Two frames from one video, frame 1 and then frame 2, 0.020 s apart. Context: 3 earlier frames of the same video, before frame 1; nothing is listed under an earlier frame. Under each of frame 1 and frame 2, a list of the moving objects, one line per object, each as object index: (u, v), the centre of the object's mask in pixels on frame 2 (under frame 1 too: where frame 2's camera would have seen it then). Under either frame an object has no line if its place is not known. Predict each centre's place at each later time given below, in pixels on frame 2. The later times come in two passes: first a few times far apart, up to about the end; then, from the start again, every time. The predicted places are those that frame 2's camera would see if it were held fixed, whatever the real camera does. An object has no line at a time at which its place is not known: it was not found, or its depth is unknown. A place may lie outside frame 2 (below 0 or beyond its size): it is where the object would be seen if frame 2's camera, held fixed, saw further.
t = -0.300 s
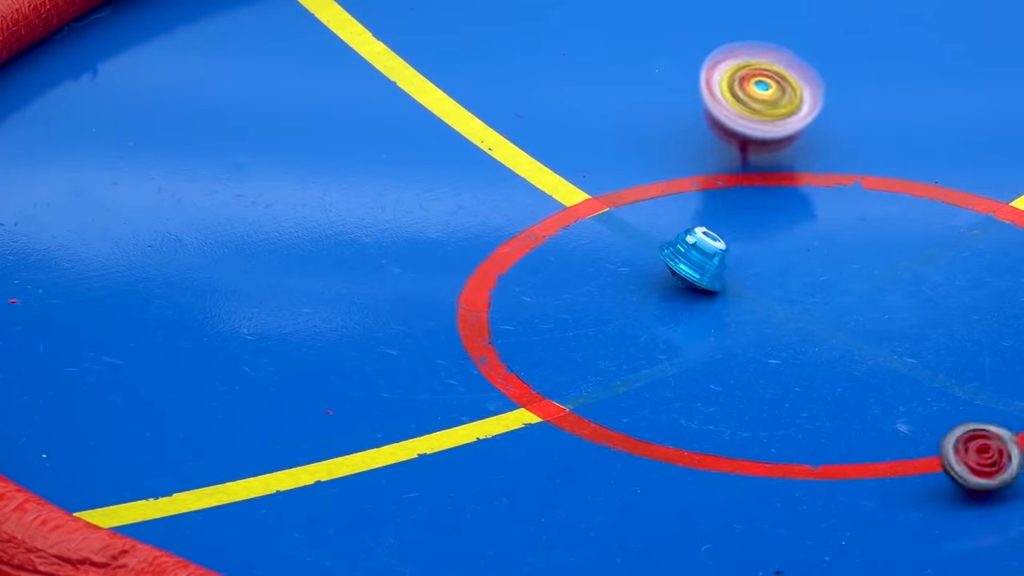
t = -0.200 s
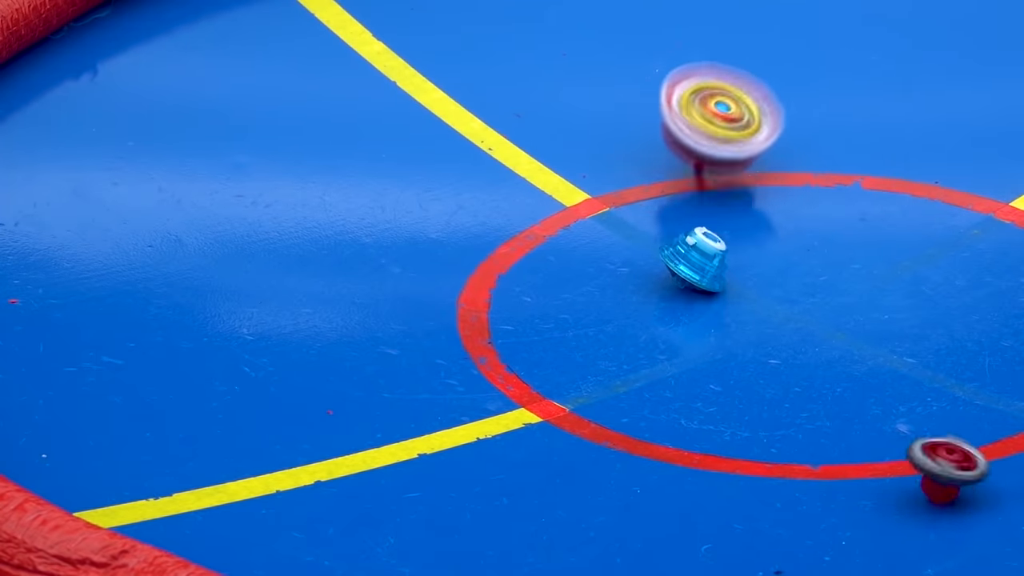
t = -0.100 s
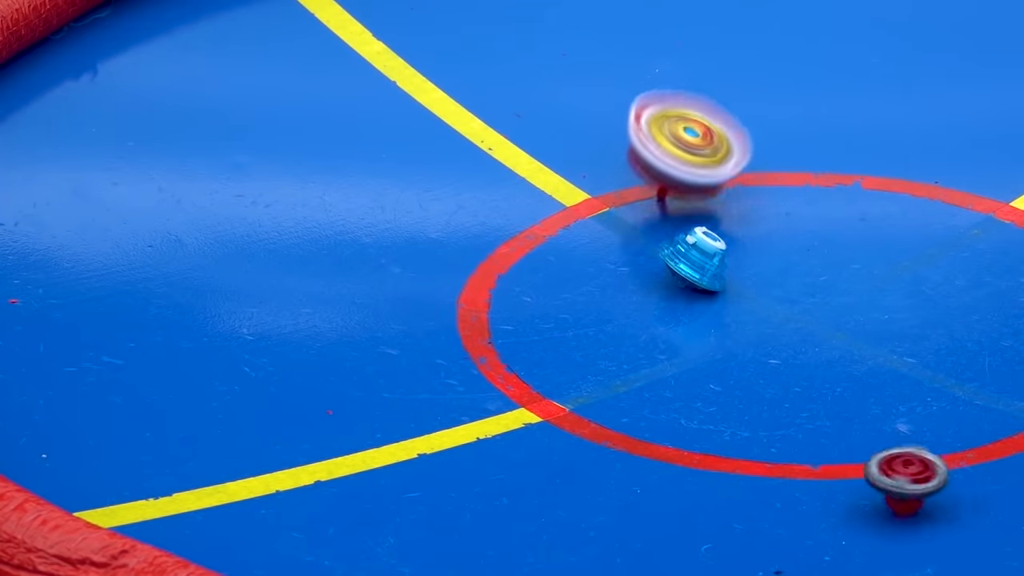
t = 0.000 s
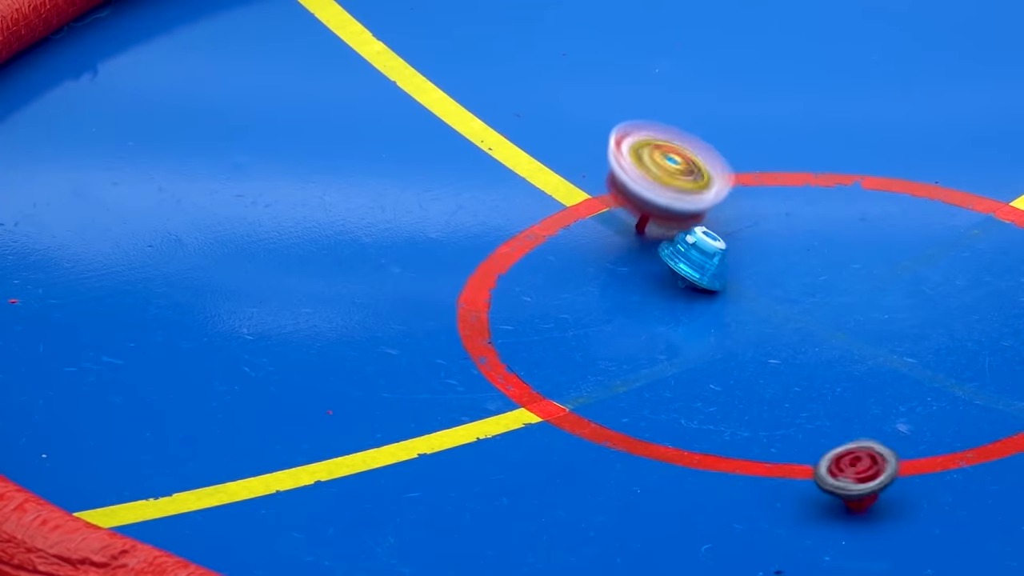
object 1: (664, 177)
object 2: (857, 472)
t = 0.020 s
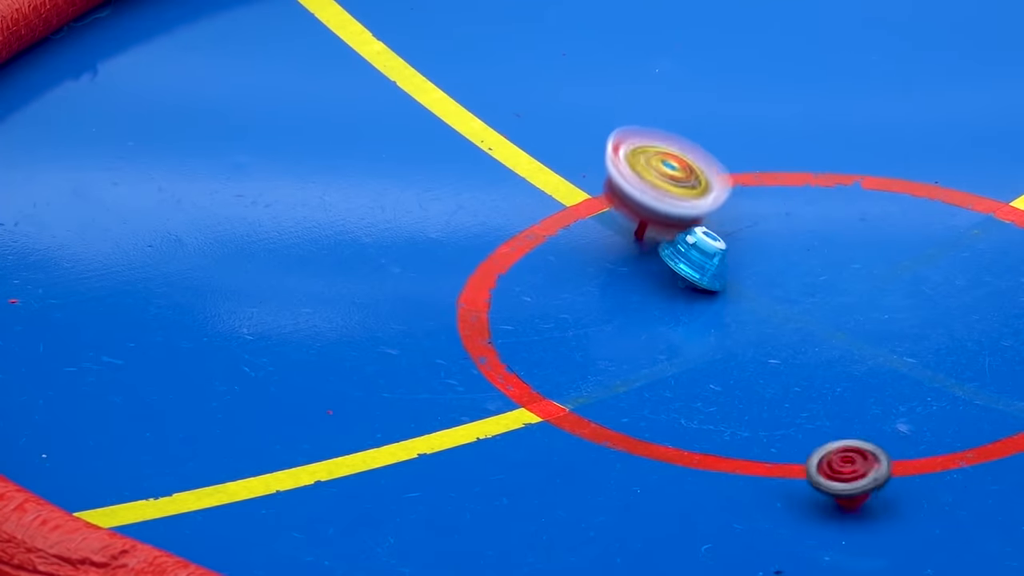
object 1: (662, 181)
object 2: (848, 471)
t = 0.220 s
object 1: (653, 234)
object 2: (756, 455)
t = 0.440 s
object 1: (728, 291)
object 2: (660, 457)
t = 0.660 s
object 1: (851, 320)
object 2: (592, 432)
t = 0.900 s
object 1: (923, 321)
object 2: (534, 402)
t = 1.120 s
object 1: (966, 290)
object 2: (534, 408)
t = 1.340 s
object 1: (960, 256)
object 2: (532, 376)
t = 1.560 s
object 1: (905, 217)
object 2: (500, 350)
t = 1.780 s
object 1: (821, 196)
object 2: (517, 348)
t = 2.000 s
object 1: (735, 194)
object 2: (531, 346)
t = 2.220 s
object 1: (673, 213)
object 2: (536, 330)
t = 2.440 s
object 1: (653, 246)
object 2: (569, 342)
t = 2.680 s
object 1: (688, 277)
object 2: (560, 327)
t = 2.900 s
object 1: (757, 290)
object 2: (604, 324)
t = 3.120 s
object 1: (825, 283)
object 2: (656, 342)
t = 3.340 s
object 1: (862, 253)
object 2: (653, 347)
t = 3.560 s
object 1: (855, 220)
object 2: (655, 345)
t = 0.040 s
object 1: (660, 187)
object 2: (840, 469)
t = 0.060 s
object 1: (655, 190)
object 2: (831, 466)
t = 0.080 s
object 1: (650, 192)
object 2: (823, 465)
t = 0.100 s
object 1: (647, 197)
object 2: (813, 462)
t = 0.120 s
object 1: (644, 205)
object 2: (803, 460)
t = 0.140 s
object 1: (643, 211)
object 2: (793, 458)
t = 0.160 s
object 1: (644, 216)
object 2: (783, 454)
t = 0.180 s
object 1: (646, 222)
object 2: (773, 455)
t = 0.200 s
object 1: (650, 228)
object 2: (765, 456)
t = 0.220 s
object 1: (653, 234)
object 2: (756, 455)
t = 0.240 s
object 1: (658, 240)
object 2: (747, 451)
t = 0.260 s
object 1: (663, 246)
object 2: (738, 449)
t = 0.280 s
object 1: (668, 251)
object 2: (730, 449)
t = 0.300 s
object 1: (674, 256)
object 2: (721, 448)
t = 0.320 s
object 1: (680, 262)
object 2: (713, 450)
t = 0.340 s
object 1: (687, 267)
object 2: (706, 450)
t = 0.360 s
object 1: (693, 272)
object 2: (698, 451)
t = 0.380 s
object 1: (700, 277)
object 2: (689, 453)
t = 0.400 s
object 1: (709, 282)
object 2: (680, 454)
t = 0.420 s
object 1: (719, 287)
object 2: (670, 456)
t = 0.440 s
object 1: (728, 291)
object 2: (660, 457)
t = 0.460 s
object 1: (737, 295)
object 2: (652, 456)
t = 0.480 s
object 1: (747, 298)
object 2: (643, 455)
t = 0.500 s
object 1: (758, 302)
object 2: (635, 454)
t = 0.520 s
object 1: (770, 306)
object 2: (627, 453)
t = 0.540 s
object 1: (781, 309)
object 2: (618, 452)
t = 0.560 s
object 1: (793, 311)
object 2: (612, 448)
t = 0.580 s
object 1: (804, 313)
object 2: (607, 445)
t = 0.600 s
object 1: (816, 316)
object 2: (603, 443)
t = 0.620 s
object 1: (829, 318)
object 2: (599, 439)
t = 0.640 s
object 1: (839, 319)
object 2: (595, 436)
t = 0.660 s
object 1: (851, 320)
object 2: (592, 432)
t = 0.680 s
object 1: (863, 321)
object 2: (590, 427)
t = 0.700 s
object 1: (873, 322)
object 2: (586, 425)
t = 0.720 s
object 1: (872, 322)
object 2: (584, 422)
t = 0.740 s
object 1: (873, 320)
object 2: (579, 420)
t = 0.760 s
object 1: (876, 320)
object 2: (574, 418)
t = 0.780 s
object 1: (882, 323)
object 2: (567, 415)
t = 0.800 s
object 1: (889, 323)
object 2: (561, 410)
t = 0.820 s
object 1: (895, 324)
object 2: (556, 406)
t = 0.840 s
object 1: (902, 325)
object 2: (551, 404)
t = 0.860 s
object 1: (910, 325)
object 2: (545, 403)
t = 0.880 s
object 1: (917, 323)
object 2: (539, 402)
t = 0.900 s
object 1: (923, 321)
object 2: (534, 402)
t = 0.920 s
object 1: (929, 318)
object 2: (530, 403)
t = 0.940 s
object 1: (935, 316)
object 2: (528, 405)
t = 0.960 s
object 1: (941, 315)
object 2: (525, 407)
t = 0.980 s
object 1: (946, 311)
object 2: (522, 408)
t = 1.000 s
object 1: (950, 309)
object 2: (519, 409)
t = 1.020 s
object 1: (954, 307)
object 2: (520, 410)
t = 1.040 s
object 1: (958, 304)
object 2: (520, 411)
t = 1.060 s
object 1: (960, 302)
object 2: (522, 410)
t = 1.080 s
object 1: (962, 298)
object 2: (526, 410)
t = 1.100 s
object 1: (964, 295)
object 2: (532, 410)
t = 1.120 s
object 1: (966, 290)
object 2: (534, 408)
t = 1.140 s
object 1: (967, 287)
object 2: (536, 405)
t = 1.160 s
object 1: (968, 284)
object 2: (537, 401)
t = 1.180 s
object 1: (969, 282)
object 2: (538, 398)
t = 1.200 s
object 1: (969, 279)
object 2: (538, 394)
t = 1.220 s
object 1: (968, 275)
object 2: (537, 391)
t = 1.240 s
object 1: (968, 271)
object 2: (537, 388)
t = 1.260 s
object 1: (967, 269)
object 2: (536, 380)
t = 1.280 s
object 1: (966, 266)
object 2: (535, 375)
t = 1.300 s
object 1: (963, 263)
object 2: (536, 380)
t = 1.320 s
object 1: (962, 259)
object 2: (535, 378)
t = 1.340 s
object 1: (960, 256)
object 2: (532, 376)
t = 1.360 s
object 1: (957, 252)
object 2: (528, 370)
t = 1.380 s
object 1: (954, 247)
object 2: (524, 364)
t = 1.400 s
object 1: (951, 244)
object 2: (523, 359)
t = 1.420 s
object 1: (946, 239)
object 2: (520, 356)
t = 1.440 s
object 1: (941, 234)
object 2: (517, 353)
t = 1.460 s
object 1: (936, 231)
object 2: (513, 351)
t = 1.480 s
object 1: (931, 228)
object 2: (509, 351)
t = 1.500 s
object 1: (925, 225)
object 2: (505, 350)
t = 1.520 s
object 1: (918, 222)
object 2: (502, 349)
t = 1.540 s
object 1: (912, 219)
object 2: (501, 348)
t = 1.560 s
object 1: (905, 217)
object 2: (500, 350)
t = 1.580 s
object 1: (897, 214)
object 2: (499, 353)
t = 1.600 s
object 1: (891, 211)
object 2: (500, 356)
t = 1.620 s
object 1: (884, 208)
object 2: (501, 358)
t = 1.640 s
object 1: (875, 206)
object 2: (505, 357)
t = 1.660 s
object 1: (867, 204)
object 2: (507, 357)
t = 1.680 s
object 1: (861, 202)
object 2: (510, 359)
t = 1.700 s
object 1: (853, 201)
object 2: (514, 358)
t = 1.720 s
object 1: (845, 199)
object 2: (516, 359)
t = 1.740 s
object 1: (837, 197)
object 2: (518, 358)
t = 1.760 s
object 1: (829, 197)
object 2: (518, 352)
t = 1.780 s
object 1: (821, 196)
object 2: (517, 348)
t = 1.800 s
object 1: (814, 194)
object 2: (517, 346)
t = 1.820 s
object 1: (806, 194)
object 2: (516, 344)
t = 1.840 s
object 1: (797, 193)
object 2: (515, 343)
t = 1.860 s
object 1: (789, 192)
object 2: (514, 341)
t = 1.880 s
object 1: (782, 192)
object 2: (515, 339)
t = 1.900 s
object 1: (773, 192)
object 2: (516, 338)
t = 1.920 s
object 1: (764, 192)
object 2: (518, 339)
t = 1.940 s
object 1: (757, 192)
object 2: (518, 343)
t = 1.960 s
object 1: (750, 193)
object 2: (520, 347)
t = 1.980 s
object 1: (742, 193)
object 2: (527, 346)
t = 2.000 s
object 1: (735, 194)
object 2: (531, 346)
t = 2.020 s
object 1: (728, 195)
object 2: (536, 347)
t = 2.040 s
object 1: (721, 197)
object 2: (539, 347)
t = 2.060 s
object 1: (715, 197)
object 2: (541, 347)
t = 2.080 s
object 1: (709, 199)
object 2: (542, 346)
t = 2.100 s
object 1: (703, 200)
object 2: (541, 341)
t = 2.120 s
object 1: (696, 202)
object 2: (541, 337)
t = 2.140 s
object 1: (692, 204)
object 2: (541, 335)
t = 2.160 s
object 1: (687, 206)
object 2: (540, 334)
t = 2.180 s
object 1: (681, 208)
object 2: (539, 333)
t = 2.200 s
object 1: (677, 210)
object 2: (537, 332)
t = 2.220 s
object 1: (673, 213)
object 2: (536, 330)
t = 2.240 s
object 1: (669, 216)
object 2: (536, 329)
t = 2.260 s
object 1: (665, 218)
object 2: (537, 331)
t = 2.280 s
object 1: (663, 221)
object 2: (539, 334)
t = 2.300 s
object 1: (659, 224)
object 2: (538, 338)
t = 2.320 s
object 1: (657, 227)
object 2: (543, 341)
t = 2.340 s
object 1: (656, 230)
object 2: (548, 339)
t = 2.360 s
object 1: (654, 233)
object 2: (552, 339)
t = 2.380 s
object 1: (653, 236)
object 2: (557, 340)
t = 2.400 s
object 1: (653, 240)
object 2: (562, 341)
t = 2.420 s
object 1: (653, 243)
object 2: (566, 341)
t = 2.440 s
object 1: (653, 246)
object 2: (569, 342)
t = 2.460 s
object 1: (655, 249)
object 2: (571, 341)
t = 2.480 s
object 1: (656, 252)
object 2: (570, 337)
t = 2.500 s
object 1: (656, 254)
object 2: (568, 333)
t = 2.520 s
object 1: (658, 257)
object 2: (567, 329)
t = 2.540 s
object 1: (661, 260)
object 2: (566, 325)
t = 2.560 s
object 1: (663, 263)
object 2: (566, 324)
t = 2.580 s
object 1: (667, 266)
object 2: (565, 324)
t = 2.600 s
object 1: (670, 268)
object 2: (564, 324)
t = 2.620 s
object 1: (674, 270)
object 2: (563, 324)
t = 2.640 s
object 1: (679, 273)
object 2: (562, 323)
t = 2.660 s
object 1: (684, 276)
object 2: (561, 325)
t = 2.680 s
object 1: (688, 277)
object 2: (560, 327)
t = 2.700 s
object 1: (695, 280)
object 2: (561, 330)
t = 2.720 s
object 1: (700, 282)
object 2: (563, 329)
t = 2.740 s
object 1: (705, 284)
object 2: (566, 328)
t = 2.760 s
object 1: (712, 286)
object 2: (570, 326)
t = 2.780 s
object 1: (718, 287)
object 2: (572, 326)
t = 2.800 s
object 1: (725, 288)
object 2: (575, 326)
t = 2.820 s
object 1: (731, 289)
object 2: (580, 326)
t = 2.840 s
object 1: (737, 290)
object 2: (585, 325)
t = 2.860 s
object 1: (743, 290)
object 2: (590, 325)
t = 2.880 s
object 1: (751, 290)
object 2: (597, 324)
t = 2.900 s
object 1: (757, 290)
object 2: (604, 324)
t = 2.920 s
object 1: (762, 290)
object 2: (611, 323)
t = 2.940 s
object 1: (770, 290)
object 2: (618, 324)
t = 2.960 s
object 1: (777, 290)
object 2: (625, 324)
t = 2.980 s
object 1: (783, 289)
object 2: (632, 326)
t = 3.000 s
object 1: (790, 289)
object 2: (639, 328)
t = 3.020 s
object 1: (796, 288)
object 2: (644, 330)
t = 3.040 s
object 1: (801, 288)
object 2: (649, 334)
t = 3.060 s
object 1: (808, 287)
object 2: (652, 337)
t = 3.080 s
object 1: (814, 286)
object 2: (654, 339)
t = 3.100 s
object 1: (819, 284)
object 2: (656, 341)
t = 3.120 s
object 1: (825, 283)
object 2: (656, 342)
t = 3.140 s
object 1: (829, 281)
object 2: (656, 343)
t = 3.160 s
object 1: (834, 278)
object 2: (655, 344)
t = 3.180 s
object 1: (840, 276)
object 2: (655, 345)
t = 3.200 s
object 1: (844, 273)
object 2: (655, 345)
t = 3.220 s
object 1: (848, 270)
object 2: (655, 345)
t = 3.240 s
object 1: (851, 268)
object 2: (654, 346)
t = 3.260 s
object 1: (853, 265)
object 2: (654, 346)
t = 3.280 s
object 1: (857, 262)
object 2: (654, 347)
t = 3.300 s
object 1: (859, 260)
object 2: (654, 347)
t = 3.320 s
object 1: (860, 256)
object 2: (653, 347)
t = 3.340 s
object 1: (862, 253)
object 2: (653, 347)
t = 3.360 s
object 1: (863, 251)
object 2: (653, 347)
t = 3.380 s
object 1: (863, 248)
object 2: (654, 347)
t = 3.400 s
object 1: (864, 244)
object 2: (655, 347)
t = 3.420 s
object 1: (863, 241)
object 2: (655, 346)
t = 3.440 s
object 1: (863, 238)
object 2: (655, 346)
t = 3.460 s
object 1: (862, 236)
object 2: (655, 345)
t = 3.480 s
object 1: (860, 234)
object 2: (655, 346)
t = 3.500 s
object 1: (860, 229)
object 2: (655, 345)
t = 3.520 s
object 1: (859, 226)
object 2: (655, 345)
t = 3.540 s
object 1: (857, 223)
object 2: (655, 345)
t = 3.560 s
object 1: (855, 220)
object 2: (655, 345)
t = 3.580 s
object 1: (851, 217)
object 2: (655, 345)
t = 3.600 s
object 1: (848, 213)
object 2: (655, 344)
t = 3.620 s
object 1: (846, 210)
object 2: (656, 344)
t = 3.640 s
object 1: (842, 207)
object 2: (656, 343)
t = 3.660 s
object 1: (838, 205)
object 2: (656, 343)
